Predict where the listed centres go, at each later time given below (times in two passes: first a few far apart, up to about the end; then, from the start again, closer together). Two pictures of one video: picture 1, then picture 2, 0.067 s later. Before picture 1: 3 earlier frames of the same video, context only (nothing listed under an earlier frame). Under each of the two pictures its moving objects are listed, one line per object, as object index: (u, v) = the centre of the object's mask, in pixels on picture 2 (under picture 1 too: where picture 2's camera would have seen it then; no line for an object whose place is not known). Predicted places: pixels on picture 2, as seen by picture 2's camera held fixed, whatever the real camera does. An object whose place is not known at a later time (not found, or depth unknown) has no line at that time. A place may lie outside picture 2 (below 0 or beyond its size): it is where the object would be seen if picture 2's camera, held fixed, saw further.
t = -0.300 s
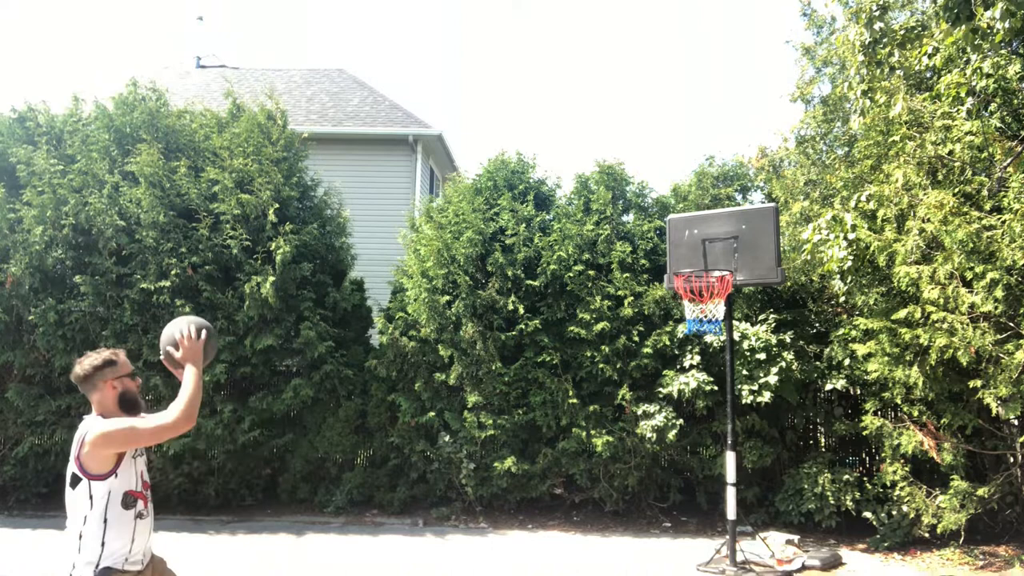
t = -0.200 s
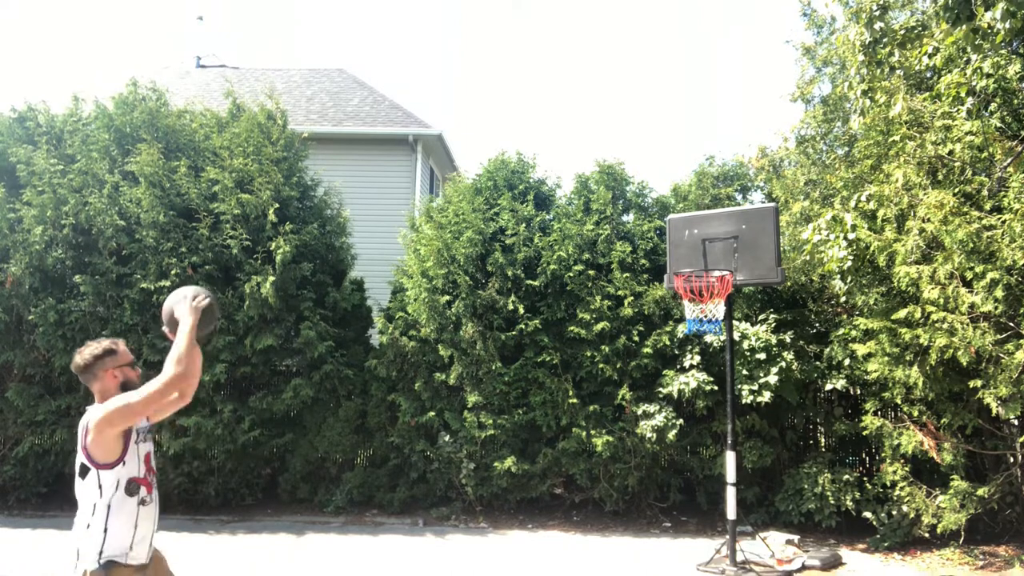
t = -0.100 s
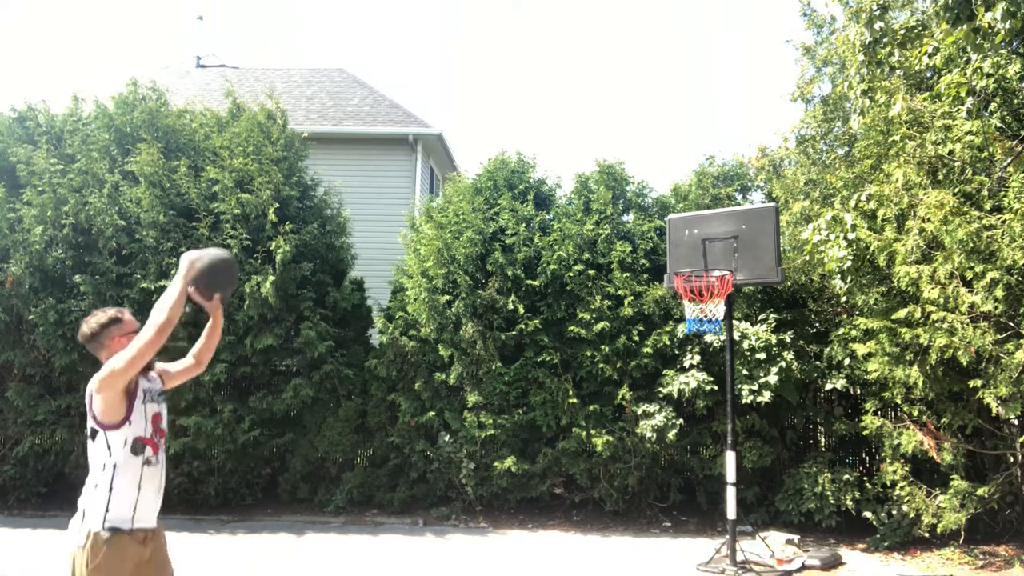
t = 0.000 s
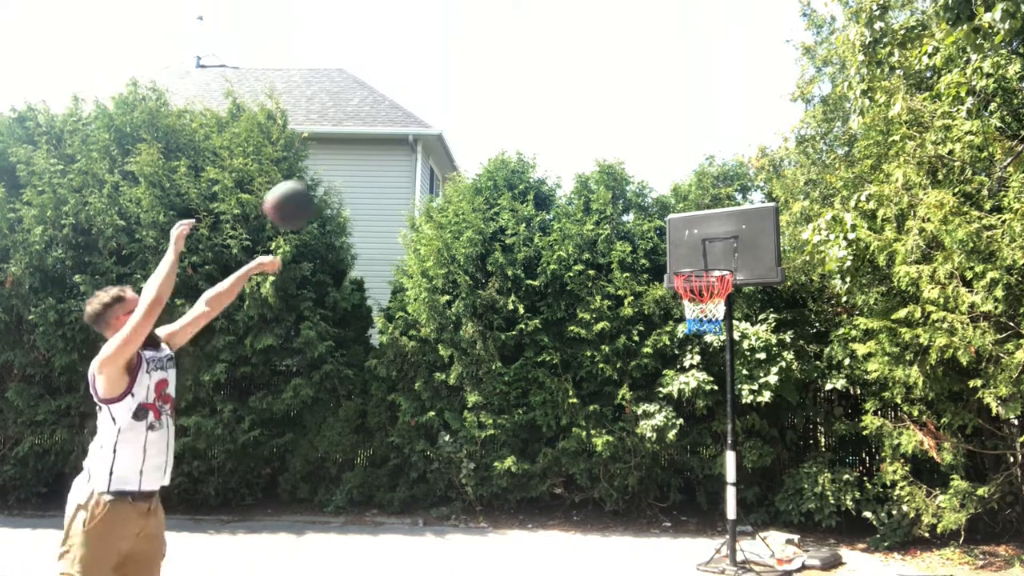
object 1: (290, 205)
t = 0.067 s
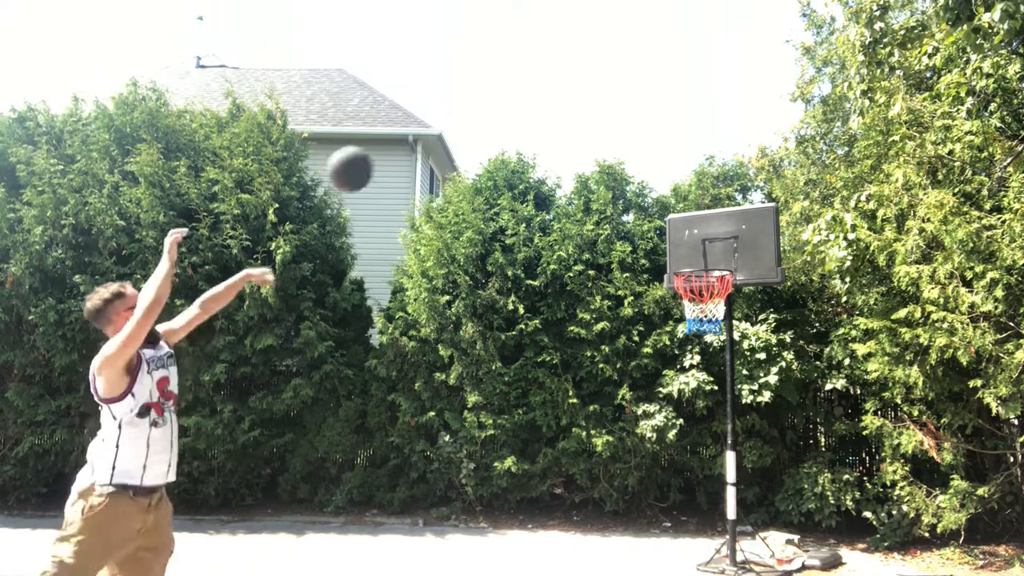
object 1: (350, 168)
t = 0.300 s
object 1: (508, 126)
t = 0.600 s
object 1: (640, 185)
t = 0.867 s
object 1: (716, 297)
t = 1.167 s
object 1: (714, 397)
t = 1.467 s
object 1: (682, 558)
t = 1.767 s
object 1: (524, 515)
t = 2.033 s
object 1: (380, 565)
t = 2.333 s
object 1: (209, 535)
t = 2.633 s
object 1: (35, 546)
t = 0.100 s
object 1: (377, 155)
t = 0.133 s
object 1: (402, 144)
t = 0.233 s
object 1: (470, 128)
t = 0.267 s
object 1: (490, 126)
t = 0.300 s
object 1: (508, 126)
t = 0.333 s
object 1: (525, 127)
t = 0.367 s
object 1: (542, 130)
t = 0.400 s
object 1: (558, 134)
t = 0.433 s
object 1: (573, 140)
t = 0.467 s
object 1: (588, 147)
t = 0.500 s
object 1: (602, 156)
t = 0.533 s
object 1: (616, 165)
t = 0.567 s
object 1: (628, 174)
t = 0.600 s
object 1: (640, 185)
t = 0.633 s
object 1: (652, 198)
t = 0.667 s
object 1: (663, 209)
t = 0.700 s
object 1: (674, 222)
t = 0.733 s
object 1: (685, 236)
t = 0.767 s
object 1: (695, 251)
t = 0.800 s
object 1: (706, 264)
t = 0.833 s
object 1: (711, 283)
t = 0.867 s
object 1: (716, 297)
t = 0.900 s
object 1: (710, 299)
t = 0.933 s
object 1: (714, 316)
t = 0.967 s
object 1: (716, 321)
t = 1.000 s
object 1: (715, 332)
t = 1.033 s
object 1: (715, 342)
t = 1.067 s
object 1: (714, 354)
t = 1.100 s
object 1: (714, 367)
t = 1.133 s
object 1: (713, 381)
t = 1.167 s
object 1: (714, 397)
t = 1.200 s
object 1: (714, 413)
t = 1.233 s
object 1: (713, 429)
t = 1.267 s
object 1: (712, 448)
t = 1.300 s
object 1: (712, 468)
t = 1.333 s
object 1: (711, 488)
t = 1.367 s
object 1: (712, 510)
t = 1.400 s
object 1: (711, 532)
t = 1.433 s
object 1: (700, 546)
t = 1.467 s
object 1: (682, 558)
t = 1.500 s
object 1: (665, 557)
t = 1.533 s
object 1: (647, 546)
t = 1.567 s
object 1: (629, 537)
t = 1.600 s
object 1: (611, 529)
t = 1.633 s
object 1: (593, 524)
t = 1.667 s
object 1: (575, 519)
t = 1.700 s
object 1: (558, 517)
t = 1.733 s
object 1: (540, 514)
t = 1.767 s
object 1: (524, 515)
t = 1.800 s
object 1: (505, 516)
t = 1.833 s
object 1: (487, 519)
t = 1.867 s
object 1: (471, 523)
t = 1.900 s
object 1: (452, 529)
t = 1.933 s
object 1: (435, 535)
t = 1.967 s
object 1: (417, 544)
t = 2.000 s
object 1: (399, 555)
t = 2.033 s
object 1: (380, 565)
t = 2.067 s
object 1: (362, 560)
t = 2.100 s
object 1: (344, 552)
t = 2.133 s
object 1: (324, 544)
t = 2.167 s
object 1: (305, 539)
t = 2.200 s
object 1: (286, 535)
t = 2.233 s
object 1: (267, 533)
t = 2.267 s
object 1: (247, 532)
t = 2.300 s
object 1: (228, 533)
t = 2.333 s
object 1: (209, 535)
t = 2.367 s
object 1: (190, 539)
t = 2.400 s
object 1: (172, 545)
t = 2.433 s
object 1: (152, 553)
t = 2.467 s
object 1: (132, 560)
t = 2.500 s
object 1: (112, 567)
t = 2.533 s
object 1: (93, 566)
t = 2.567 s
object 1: (73, 559)
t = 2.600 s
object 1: (54, 552)
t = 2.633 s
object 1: (35, 546)
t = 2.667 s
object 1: (15, 541)
